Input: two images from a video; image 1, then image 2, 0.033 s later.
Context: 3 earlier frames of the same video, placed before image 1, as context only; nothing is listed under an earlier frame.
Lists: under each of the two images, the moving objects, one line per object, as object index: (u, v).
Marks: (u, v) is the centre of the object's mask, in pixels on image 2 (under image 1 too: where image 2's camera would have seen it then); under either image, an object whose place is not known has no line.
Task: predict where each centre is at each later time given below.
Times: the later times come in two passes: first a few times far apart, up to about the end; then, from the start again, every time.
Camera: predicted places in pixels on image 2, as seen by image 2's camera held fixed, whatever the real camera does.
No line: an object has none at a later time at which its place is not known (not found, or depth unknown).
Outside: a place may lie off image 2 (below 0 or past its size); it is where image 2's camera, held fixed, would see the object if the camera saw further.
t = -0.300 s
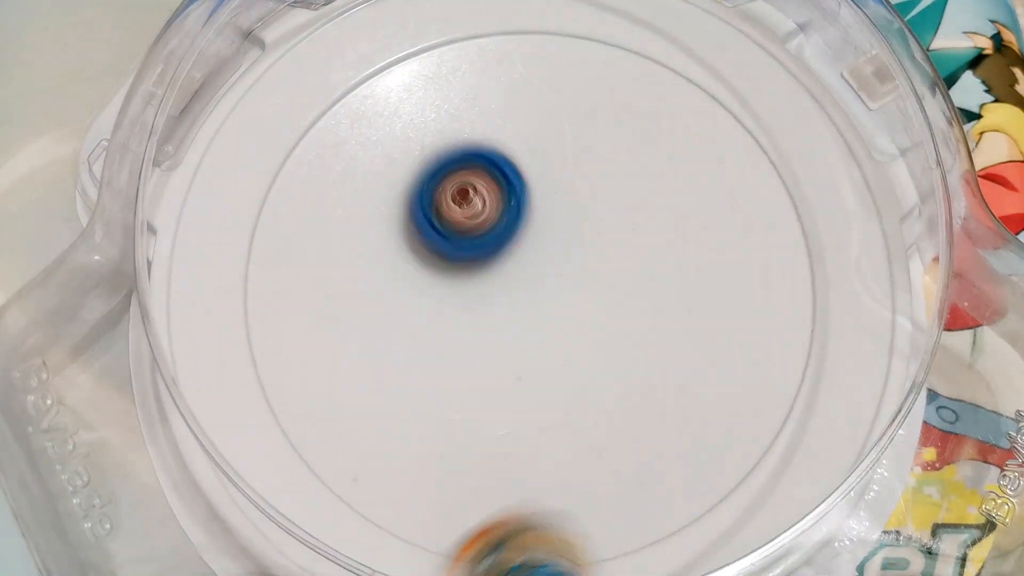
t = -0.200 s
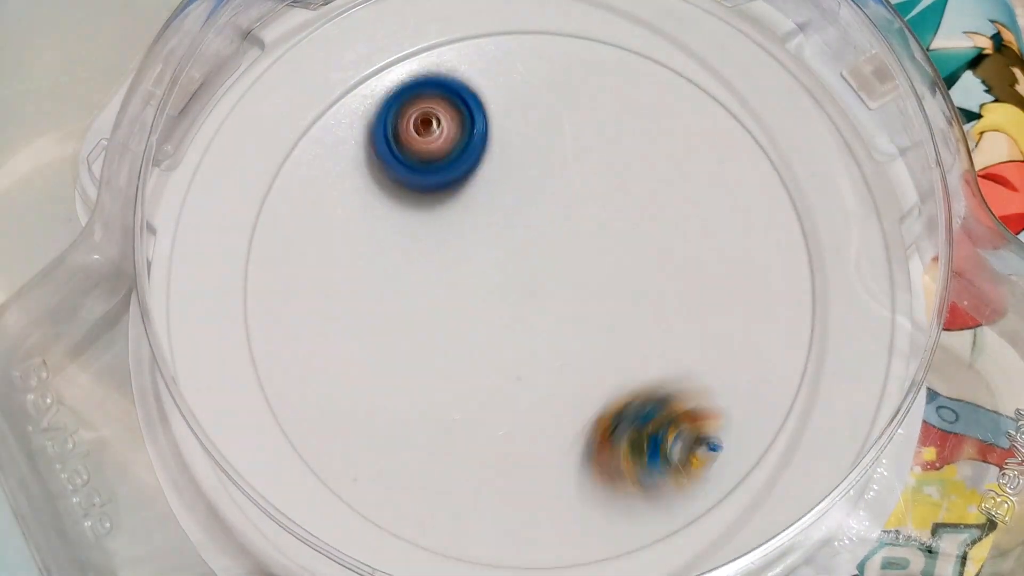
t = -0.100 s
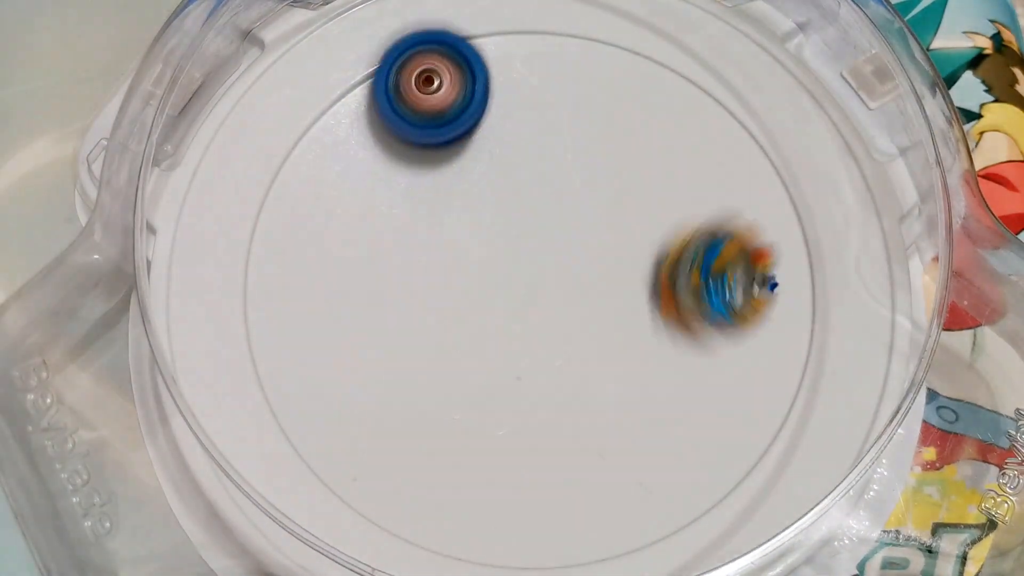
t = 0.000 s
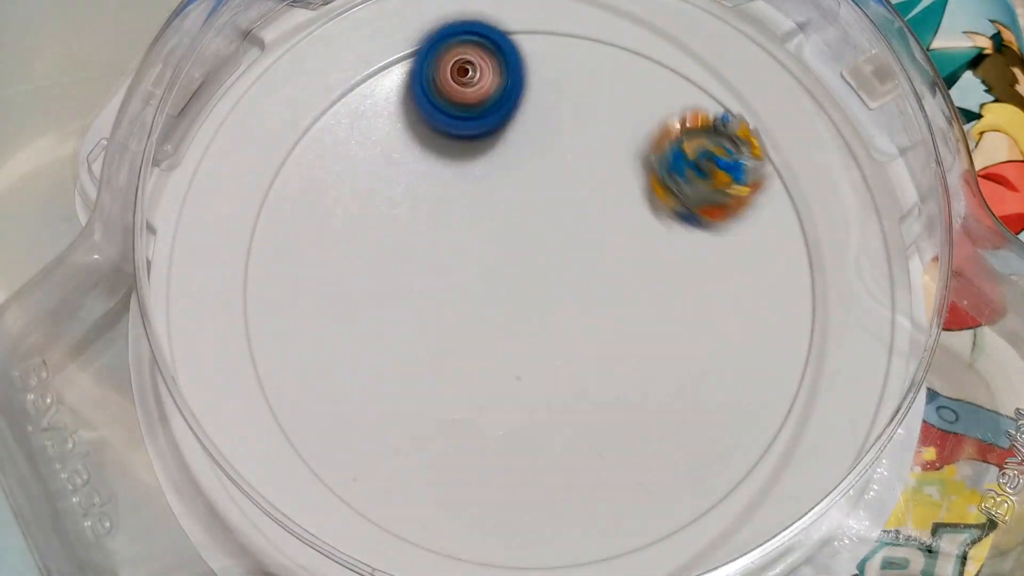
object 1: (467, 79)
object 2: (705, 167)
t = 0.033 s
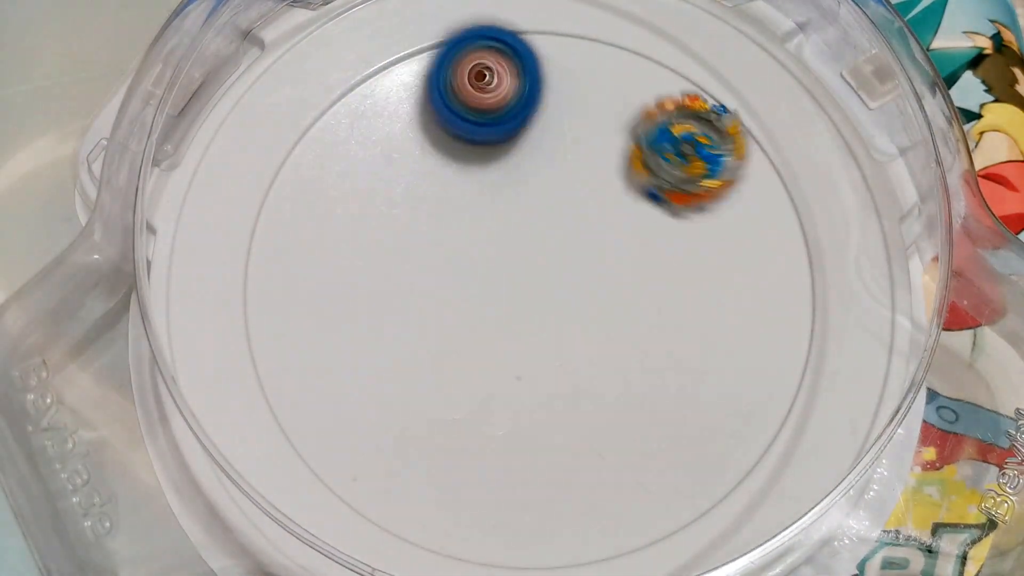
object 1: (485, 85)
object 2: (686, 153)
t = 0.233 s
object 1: (553, 202)
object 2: (679, 143)
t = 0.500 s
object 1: (420, 382)
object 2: (657, 187)
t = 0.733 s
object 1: (293, 350)
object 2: (650, 192)
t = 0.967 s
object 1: (370, 212)
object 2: (649, 193)
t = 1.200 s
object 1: (546, 228)
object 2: (683, 164)
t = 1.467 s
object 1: (507, 413)
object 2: (690, 169)
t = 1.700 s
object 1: (434, 416)
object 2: (646, 202)
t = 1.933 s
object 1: (437, 303)
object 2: (644, 204)
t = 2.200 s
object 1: (558, 267)
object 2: (646, 203)
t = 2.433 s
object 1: (604, 321)
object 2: (645, 203)
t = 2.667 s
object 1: (586, 371)
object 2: (645, 202)
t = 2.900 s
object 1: (543, 325)
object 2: (645, 202)
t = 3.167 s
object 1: (574, 246)
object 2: (655, 196)
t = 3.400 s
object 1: (562, 264)
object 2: (649, 200)
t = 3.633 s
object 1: (528, 264)
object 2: (645, 202)
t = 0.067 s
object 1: (504, 95)
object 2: (667, 144)
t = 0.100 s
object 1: (523, 108)
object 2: (650, 141)
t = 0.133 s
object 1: (544, 125)
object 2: (642, 143)
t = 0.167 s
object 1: (557, 146)
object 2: (648, 145)
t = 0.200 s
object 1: (557, 173)
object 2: (665, 141)
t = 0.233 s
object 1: (553, 202)
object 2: (679, 143)
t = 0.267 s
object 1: (547, 230)
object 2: (683, 152)
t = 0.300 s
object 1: (538, 257)
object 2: (683, 159)
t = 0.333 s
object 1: (527, 283)
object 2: (680, 165)
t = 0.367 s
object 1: (512, 308)
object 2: (675, 171)
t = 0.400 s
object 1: (492, 331)
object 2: (670, 175)
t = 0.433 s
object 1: (470, 351)
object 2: (665, 180)
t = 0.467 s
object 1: (445, 369)
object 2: (660, 184)
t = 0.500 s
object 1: (420, 382)
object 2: (657, 187)
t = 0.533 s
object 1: (394, 391)
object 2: (654, 190)
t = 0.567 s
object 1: (369, 395)
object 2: (653, 190)
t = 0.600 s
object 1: (347, 394)
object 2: (652, 191)
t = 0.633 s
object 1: (329, 390)
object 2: (651, 192)
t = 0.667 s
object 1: (313, 380)
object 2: (651, 192)
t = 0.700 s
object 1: (301, 367)
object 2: (651, 191)
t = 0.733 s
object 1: (293, 350)
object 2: (650, 192)
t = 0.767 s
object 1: (290, 331)
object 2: (650, 192)
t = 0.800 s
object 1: (290, 310)
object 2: (650, 193)
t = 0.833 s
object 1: (296, 286)
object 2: (650, 193)
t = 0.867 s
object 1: (306, 263)
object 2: (650, 193)
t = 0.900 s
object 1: (323, 243)
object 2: (650, 193)
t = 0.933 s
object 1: (345, 227)
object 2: (649, 193)
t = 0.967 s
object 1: (370, 212)
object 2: (649, 193)
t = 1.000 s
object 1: (397, 198)
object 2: (649, 194)
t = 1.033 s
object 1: (423, 187)
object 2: (649, 194)
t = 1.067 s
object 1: (450, 182)
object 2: (649, 194)
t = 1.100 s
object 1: (476, 180)
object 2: (649, 194)
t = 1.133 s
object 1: (527, 190)
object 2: (649, 194)
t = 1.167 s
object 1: (544, 203)
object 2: (658, 188)
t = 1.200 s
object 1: (546, 228)
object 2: (683, 164)
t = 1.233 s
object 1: (546, 258)
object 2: (709, 145)
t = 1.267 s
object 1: (546, 285)
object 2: (721, 137)
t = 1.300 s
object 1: (544, 311)
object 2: (722, 139)
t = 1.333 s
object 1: (540, 337)
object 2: (719, 145)
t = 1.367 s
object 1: (535, 359)
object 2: (713, 151)
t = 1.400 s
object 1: (528, 379)
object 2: (706, 156)
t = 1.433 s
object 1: (519, 397)
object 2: (698, 163)
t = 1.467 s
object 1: (507, 413)
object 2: (690, 169)
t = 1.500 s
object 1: (495, 426)
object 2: (682, 176)
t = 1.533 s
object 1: (483, 434)
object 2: (673, 182)
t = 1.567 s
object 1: (472, 438)
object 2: (666, 188)
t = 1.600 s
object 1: (461, 437)
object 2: (659, 194)
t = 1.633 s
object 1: (451, 433)
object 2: (653, 198)
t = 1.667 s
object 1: (442, 426)
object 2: (649, 201)
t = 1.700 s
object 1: (434, 416)
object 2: (646, 202)
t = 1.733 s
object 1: (427, 403)
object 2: (644, 204)
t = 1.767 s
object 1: (422, 387)
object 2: (644, 204)
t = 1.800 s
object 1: (420, 370)
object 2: (644, 204)
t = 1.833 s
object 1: (419, 352)
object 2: (644, 204)
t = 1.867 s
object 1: (422, 335)
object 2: (644, 204)
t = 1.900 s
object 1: (428, 318)
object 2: (644, 204)
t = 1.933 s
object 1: (437, 303)
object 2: (644, 204)
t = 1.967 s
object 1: (450, 290)
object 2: (644, 204)
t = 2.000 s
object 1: (465, 279)
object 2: (644, 205)
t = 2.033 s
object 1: (481, 271)
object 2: (644, 204)
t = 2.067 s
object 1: (497, 265)
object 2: (644, 204)
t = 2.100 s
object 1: (513, 262)
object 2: (644, 204)
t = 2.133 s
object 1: (530, 262)
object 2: (644, 205)
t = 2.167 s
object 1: (545, 264)
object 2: (645, 204)
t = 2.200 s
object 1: (558, 267)
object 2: (646, 203)
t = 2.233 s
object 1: (570, 272)
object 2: (648, 201)
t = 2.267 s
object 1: (579, 281)
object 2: (648, 199)
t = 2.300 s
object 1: (585, 288)
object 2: (647, 200)
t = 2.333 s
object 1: (590, 296)
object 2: (646, 201)
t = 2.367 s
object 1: (595, 305)
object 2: (646, 202)
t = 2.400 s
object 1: (599, 313)
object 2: (645, 202)
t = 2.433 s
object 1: (604, 321)
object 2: (645, 203)
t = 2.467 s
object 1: (607, 329)
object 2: (645, 202)
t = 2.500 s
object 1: (608, 337)
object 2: (645, 202)
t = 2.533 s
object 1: (607, 345)
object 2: (645, 202)
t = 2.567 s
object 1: (605, 352)
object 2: (645, 202)
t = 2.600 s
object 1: (600, 360)
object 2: (645, 202)
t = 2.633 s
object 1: (594, 366)
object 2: (645, 202)
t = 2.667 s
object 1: (586, 371)
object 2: (645, 202)
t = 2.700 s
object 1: (577, 372)
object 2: (645, 202)
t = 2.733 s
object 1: (568, 372)
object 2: (645, 202)
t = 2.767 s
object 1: (561, 368)
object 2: (645, 202)
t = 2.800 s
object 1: (555, 361)
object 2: (645, 202)
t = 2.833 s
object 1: (549, 351)
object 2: (645, 202)
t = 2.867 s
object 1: (545, 337)
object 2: (645, 202)
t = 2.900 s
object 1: (543, 325)
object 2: (645, 202)
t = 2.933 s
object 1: (544, 312)
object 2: (645, 202)
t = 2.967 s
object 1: (546, 301)
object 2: (645, 202)
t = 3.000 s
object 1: (549, 289)
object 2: (645, 202)
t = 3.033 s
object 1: (554, 279)
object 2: (646, 201)
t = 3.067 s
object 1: (558, 268)
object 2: (648, 200)
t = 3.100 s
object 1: (568, 252)
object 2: (652, 198)
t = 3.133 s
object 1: (572, 248)
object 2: (654, 197)
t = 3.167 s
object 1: (574, 246)
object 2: (655, 196)
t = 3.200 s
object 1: (575, 246)
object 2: (655, 196)
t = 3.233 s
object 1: (574, 246)
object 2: (655, 196)
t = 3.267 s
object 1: (573, 248)
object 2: (654, 197)
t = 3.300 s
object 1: (570, 251)
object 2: (653, 198)
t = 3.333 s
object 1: (567, 255)
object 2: (652, 198)
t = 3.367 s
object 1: (564, 259)
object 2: (650, 199)
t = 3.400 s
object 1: (562, 264)
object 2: (649, 200)
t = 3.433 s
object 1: (560, 269)
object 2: (648, 200)
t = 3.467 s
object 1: (558, 272)
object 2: (647, 201)
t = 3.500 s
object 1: (554, 274)
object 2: (647, 201)
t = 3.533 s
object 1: (549, 274)
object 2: (646, 202)
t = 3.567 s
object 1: (543, 272)
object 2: (645, 202)
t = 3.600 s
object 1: (535, 268)
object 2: (645, 202)
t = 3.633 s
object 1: (528, 264)
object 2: (645, 202)
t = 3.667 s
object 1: (521, 258)
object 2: (645, 202)
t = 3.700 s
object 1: (516, 252)
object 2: (645, 202)
